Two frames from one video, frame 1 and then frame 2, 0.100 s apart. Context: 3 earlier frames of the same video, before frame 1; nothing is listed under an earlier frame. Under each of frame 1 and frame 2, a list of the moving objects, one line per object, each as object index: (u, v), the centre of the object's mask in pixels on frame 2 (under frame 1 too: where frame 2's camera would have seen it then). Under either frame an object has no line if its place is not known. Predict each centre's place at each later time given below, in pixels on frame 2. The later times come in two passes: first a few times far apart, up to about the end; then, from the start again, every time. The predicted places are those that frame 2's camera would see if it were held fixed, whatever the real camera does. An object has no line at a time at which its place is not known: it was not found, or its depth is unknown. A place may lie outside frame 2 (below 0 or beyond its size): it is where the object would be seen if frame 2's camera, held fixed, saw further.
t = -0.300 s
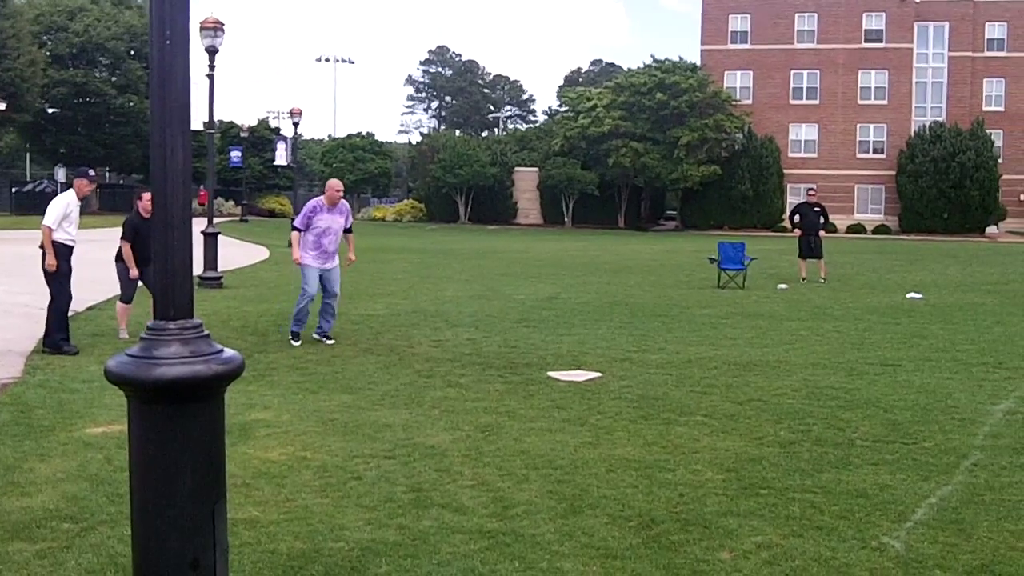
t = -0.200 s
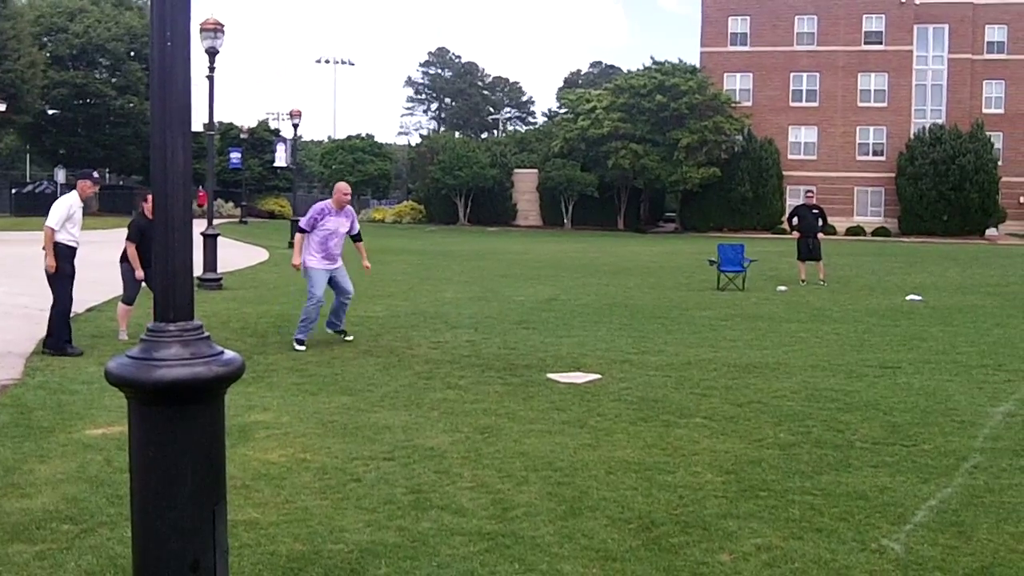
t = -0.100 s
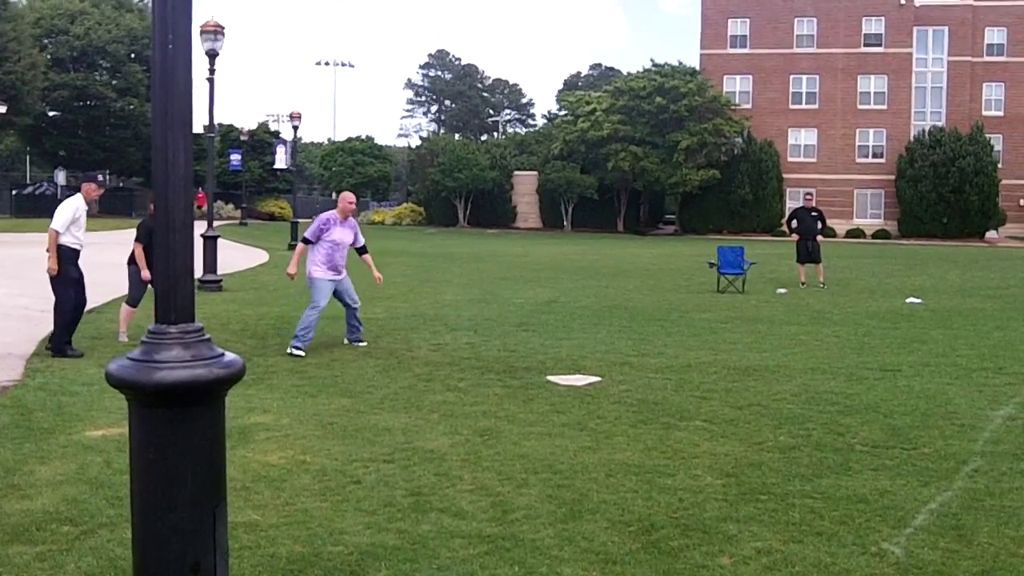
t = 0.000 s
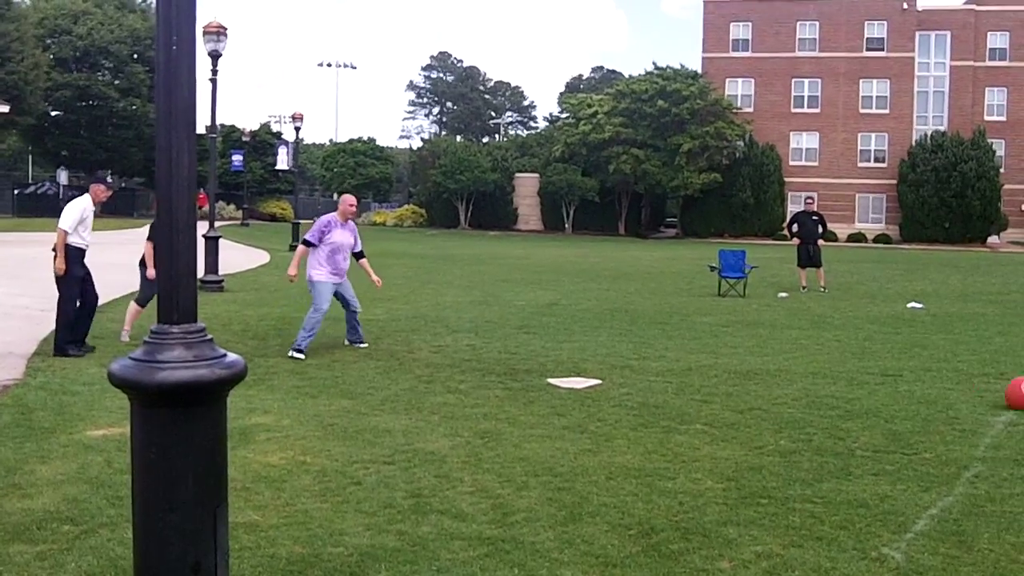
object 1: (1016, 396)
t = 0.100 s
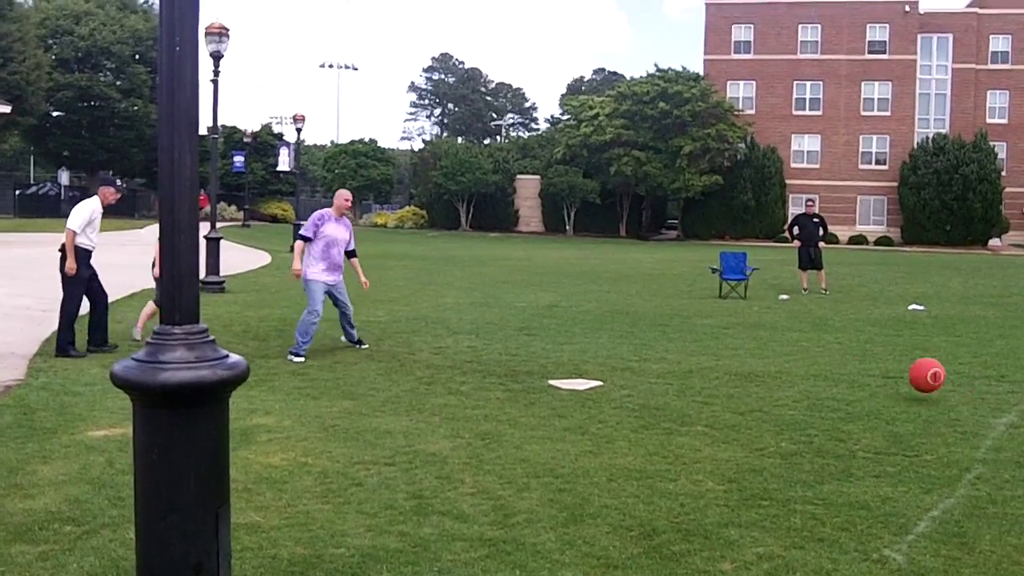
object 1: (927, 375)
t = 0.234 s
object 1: (809, 371)
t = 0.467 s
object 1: (638, 355)
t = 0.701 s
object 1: (504, 344)
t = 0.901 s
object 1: (410, 334)
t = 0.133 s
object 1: (896, 372)
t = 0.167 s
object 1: (866, 370)
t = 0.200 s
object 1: (837, 370)
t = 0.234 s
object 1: (809, 371)
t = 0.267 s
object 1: (781, 374)
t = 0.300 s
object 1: (756, 373)
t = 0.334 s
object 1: (731, 367)
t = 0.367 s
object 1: (706, 361)
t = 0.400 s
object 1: (683, 358)
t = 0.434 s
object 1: (660, 356)
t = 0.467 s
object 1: (638, 355)
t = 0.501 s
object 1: (616, 357)
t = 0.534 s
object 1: (596, 356)
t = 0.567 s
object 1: (576, 352)
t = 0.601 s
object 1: (557, 349)
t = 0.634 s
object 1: (539, 347)
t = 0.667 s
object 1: (521, 345)
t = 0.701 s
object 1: (504, 344)
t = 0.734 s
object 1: (486, 345)
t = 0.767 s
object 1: (470, 342)
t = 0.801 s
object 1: (455, 339)
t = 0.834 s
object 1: (439, 336)
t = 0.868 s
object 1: (424, 334)
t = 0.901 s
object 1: (410, 334)
